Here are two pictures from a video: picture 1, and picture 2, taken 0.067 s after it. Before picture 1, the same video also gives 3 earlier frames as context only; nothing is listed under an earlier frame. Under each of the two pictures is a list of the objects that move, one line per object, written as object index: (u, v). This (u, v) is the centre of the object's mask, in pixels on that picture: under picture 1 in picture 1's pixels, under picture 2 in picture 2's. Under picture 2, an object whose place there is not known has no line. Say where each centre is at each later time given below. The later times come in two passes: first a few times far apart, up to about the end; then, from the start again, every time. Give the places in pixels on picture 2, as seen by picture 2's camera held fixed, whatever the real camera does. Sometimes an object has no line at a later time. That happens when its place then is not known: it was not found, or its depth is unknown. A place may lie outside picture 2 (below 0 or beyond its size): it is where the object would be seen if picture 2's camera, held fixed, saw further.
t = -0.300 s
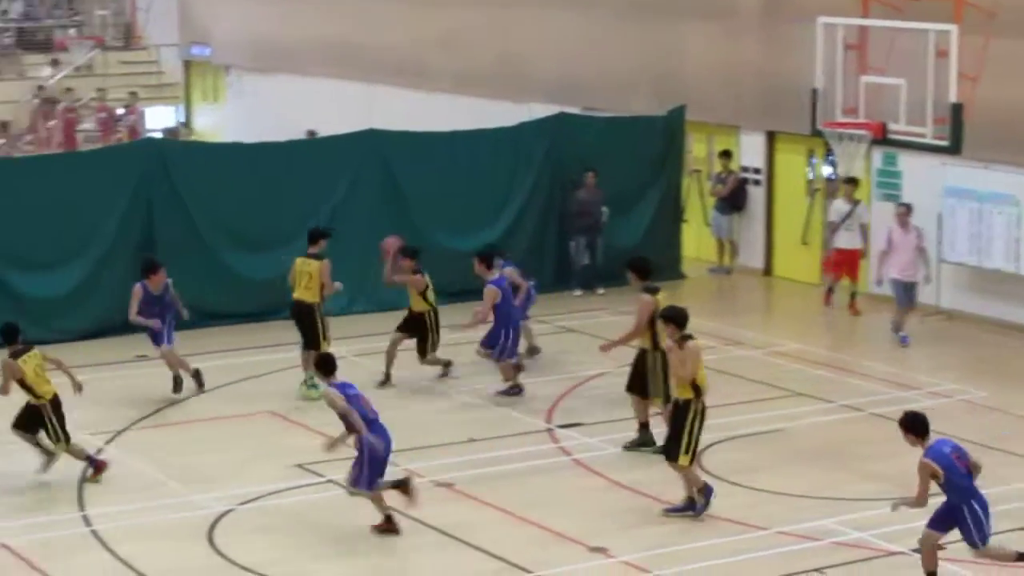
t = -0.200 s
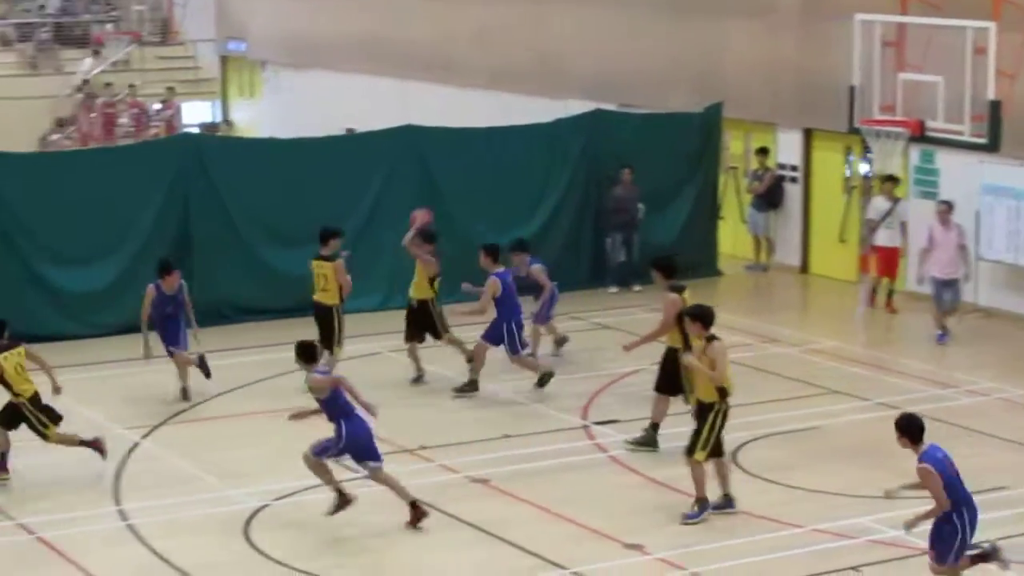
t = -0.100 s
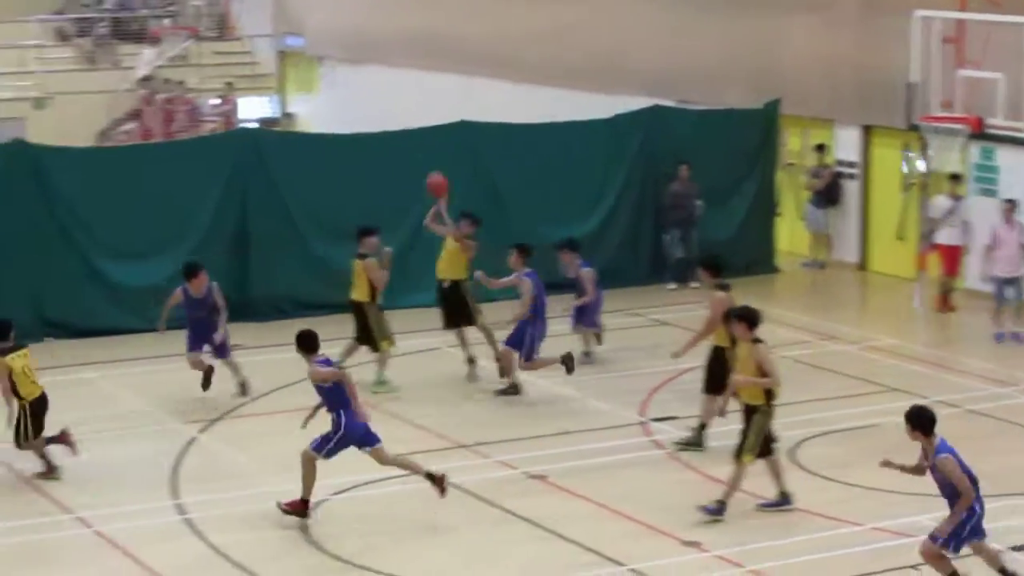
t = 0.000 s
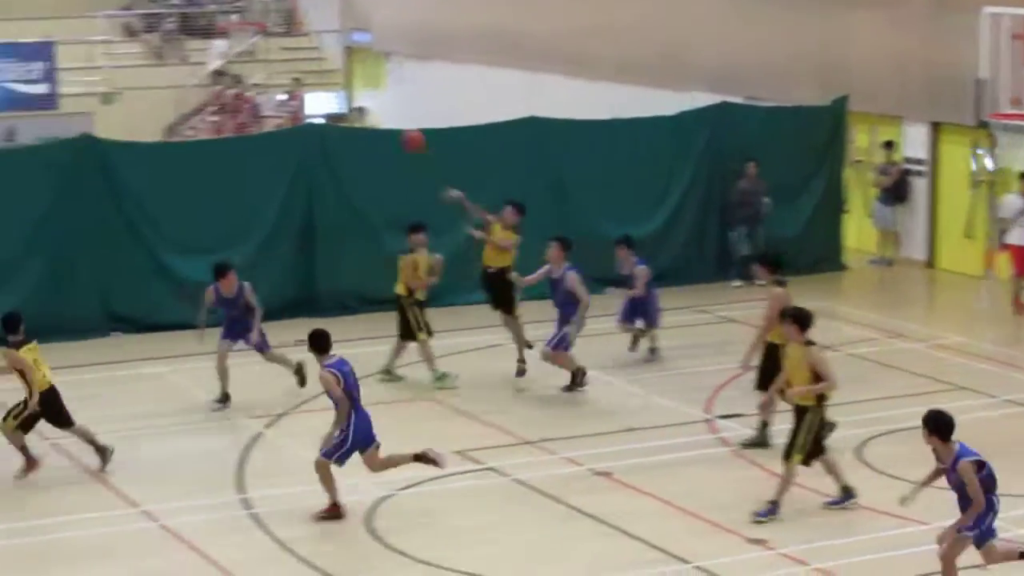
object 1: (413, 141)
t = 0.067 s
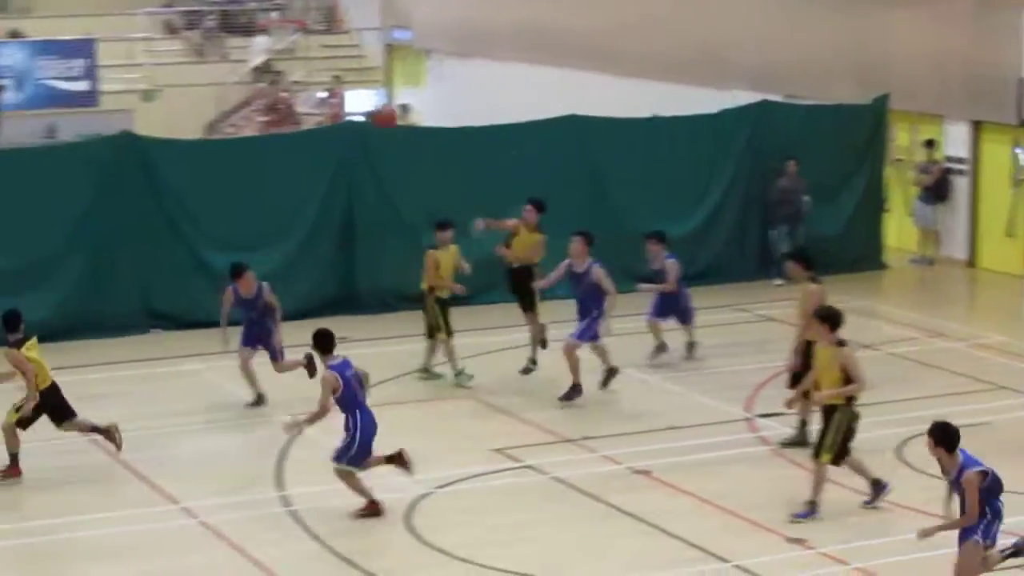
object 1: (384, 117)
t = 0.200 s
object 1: (239, 79)
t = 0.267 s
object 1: (161, 63)
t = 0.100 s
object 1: (350, 107)
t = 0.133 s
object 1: (315, 97)
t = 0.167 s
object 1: (277, 89)
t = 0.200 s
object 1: (239, 79)
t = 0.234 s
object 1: (202, 71)
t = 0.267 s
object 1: (161, 63)
